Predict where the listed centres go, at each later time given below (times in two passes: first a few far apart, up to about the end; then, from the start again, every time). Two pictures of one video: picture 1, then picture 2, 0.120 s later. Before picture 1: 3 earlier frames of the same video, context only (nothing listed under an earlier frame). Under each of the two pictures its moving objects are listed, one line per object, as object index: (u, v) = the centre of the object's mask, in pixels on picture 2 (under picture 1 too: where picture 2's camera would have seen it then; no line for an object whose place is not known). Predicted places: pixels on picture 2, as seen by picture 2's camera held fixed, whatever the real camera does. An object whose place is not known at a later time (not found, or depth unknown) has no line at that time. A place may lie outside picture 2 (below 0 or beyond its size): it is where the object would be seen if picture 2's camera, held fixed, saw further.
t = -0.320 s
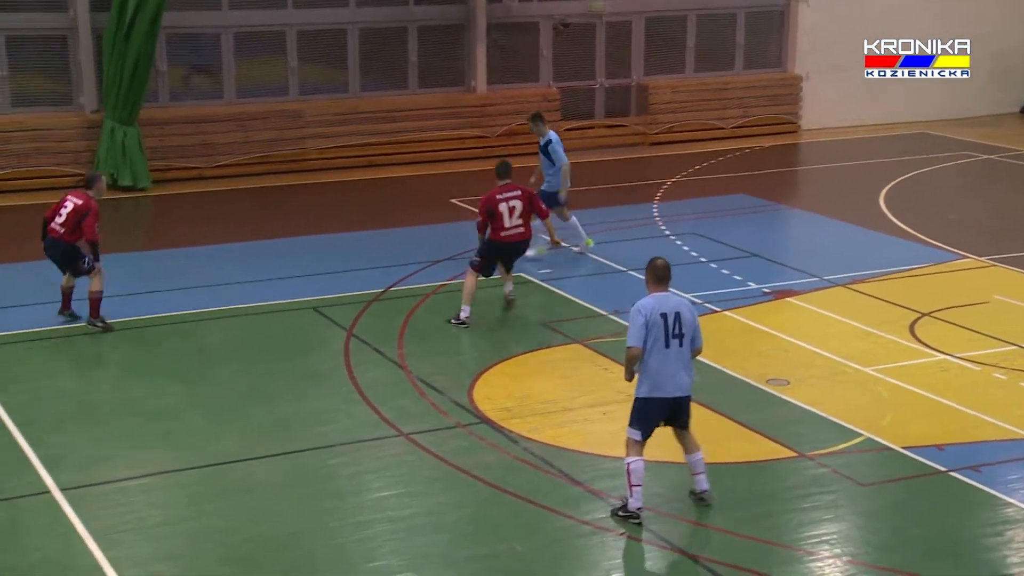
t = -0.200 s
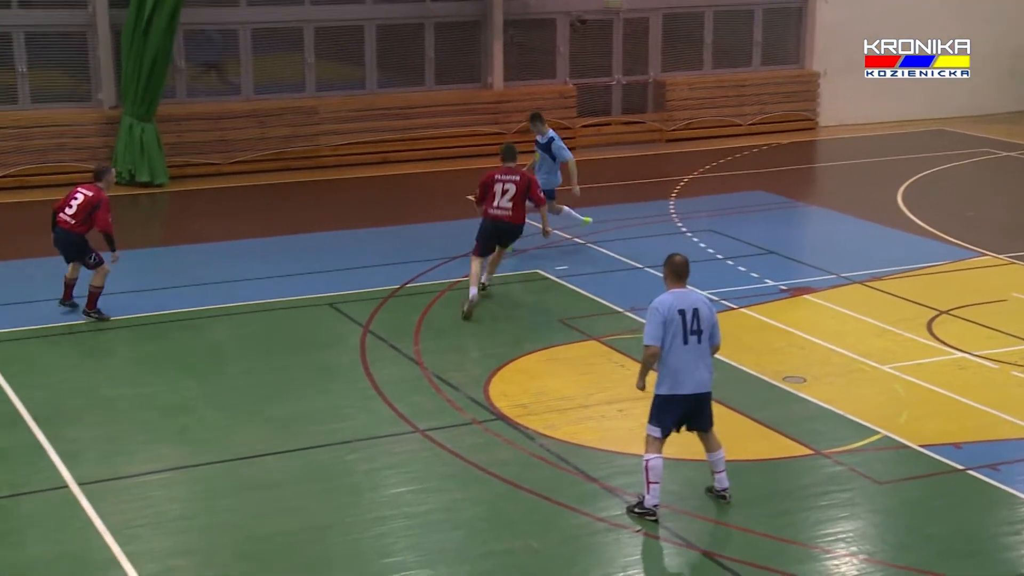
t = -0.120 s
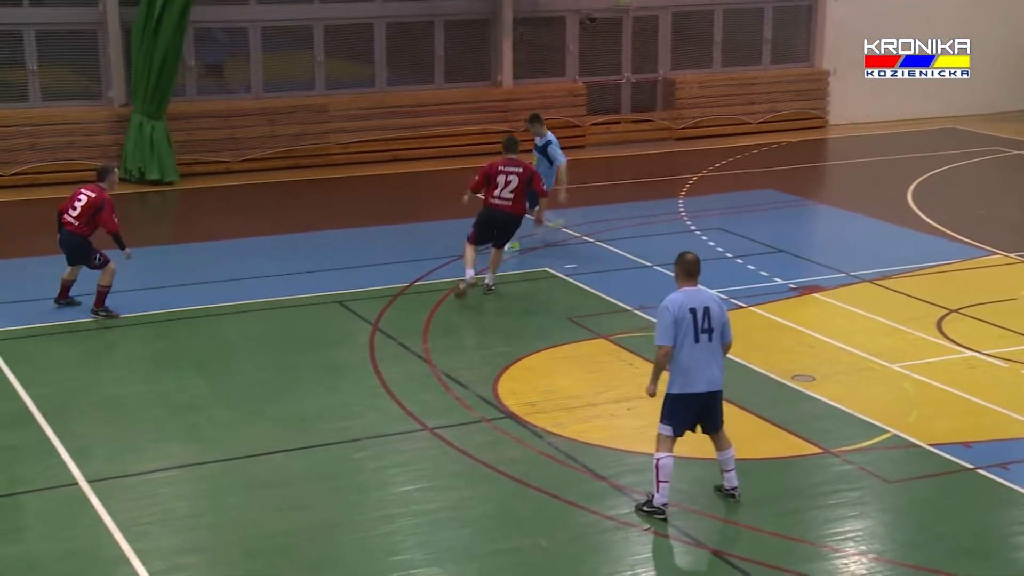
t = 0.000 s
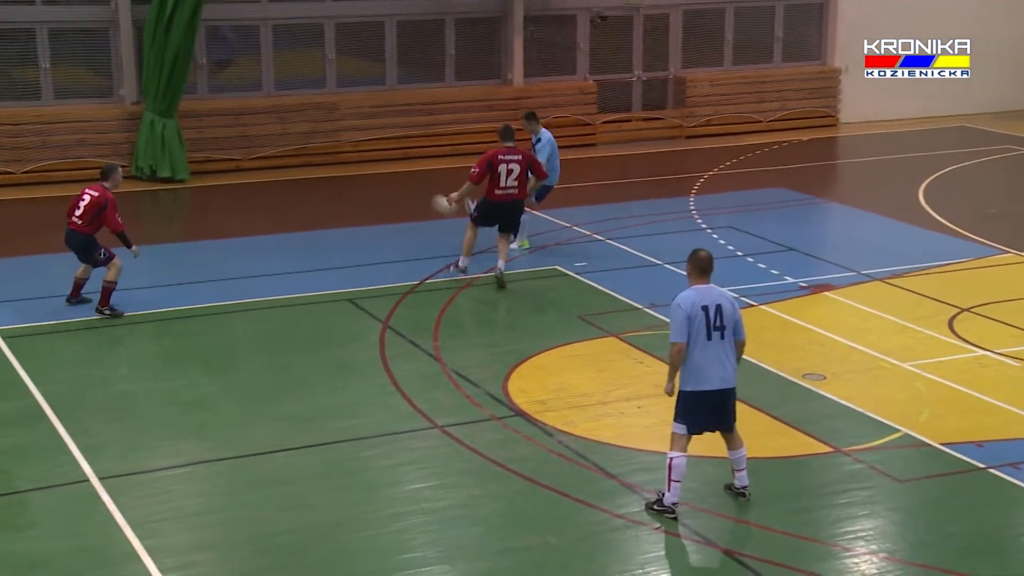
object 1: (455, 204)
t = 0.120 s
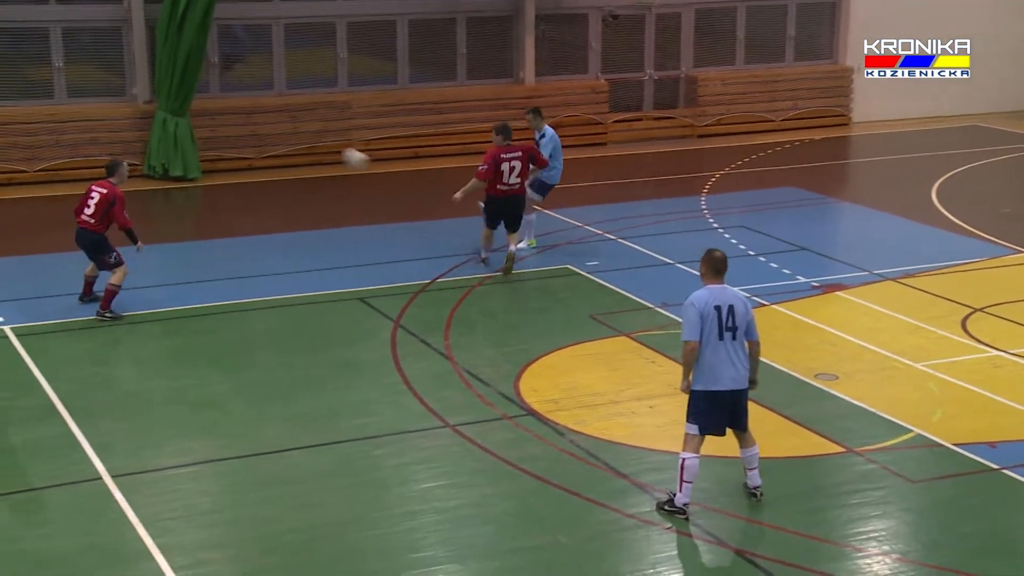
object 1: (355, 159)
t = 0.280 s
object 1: (202, 108)
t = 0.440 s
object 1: (21, 70)
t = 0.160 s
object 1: (319, 145)
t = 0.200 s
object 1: (281, 132)
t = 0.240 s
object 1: (242, 119)
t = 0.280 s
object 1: (202, 108)
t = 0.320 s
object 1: (157, 96)
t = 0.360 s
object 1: (114, 85)
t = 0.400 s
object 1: (68, 77)
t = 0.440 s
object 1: (21, 70)
